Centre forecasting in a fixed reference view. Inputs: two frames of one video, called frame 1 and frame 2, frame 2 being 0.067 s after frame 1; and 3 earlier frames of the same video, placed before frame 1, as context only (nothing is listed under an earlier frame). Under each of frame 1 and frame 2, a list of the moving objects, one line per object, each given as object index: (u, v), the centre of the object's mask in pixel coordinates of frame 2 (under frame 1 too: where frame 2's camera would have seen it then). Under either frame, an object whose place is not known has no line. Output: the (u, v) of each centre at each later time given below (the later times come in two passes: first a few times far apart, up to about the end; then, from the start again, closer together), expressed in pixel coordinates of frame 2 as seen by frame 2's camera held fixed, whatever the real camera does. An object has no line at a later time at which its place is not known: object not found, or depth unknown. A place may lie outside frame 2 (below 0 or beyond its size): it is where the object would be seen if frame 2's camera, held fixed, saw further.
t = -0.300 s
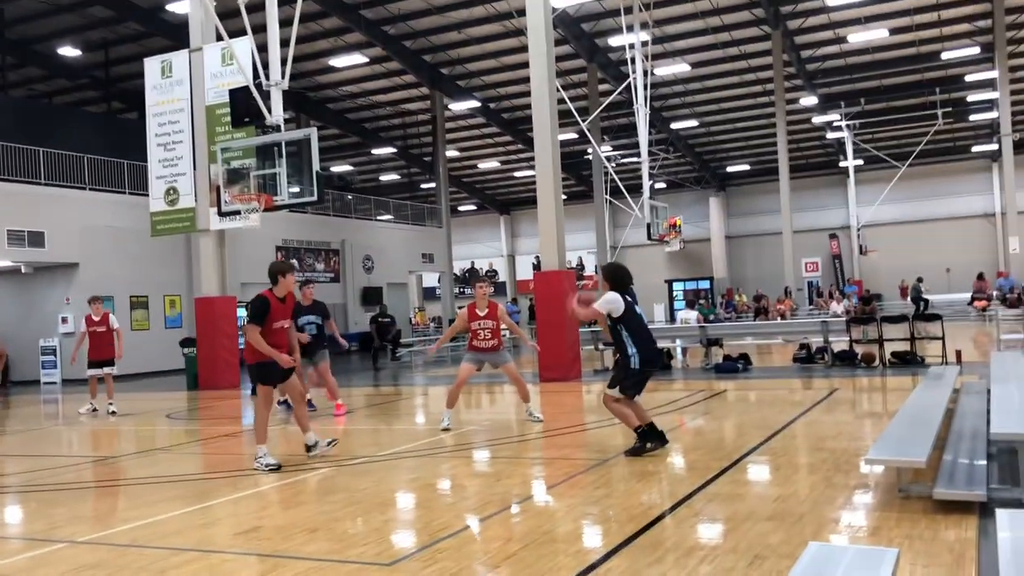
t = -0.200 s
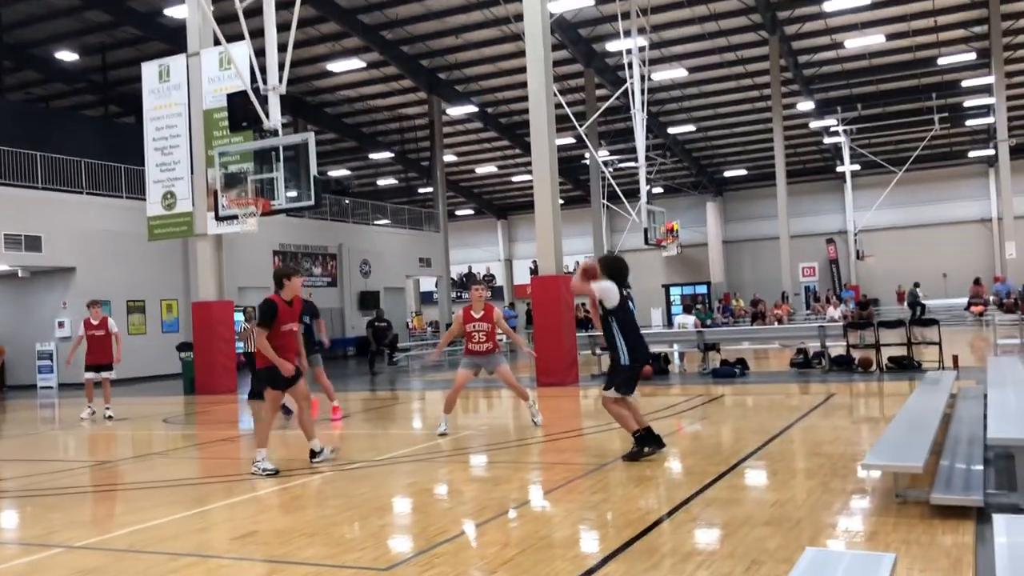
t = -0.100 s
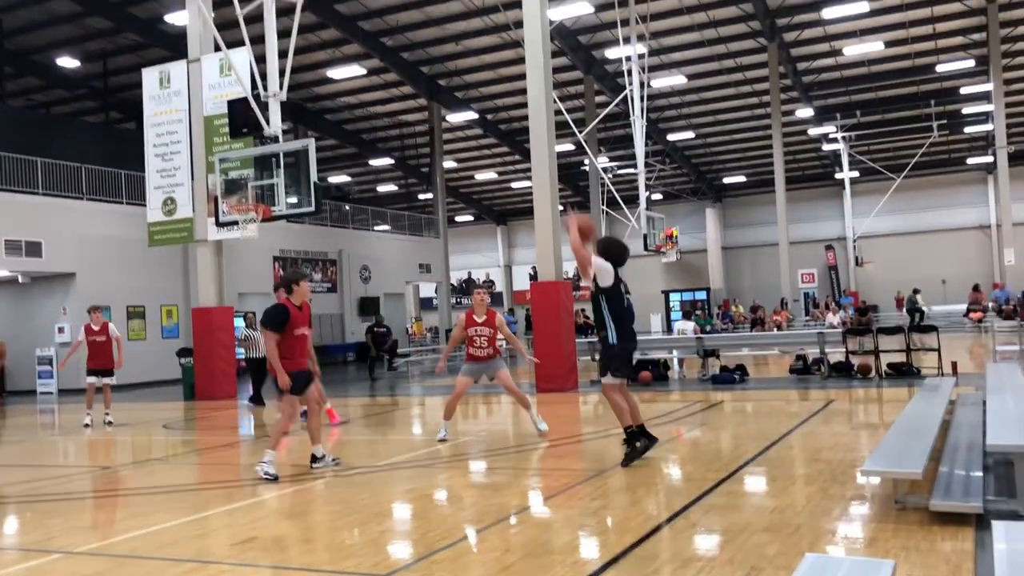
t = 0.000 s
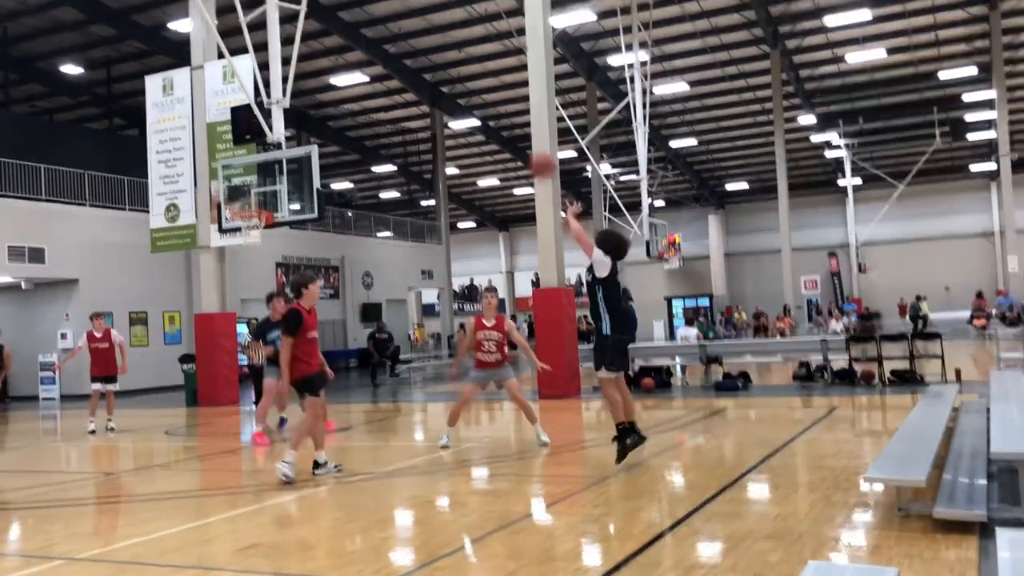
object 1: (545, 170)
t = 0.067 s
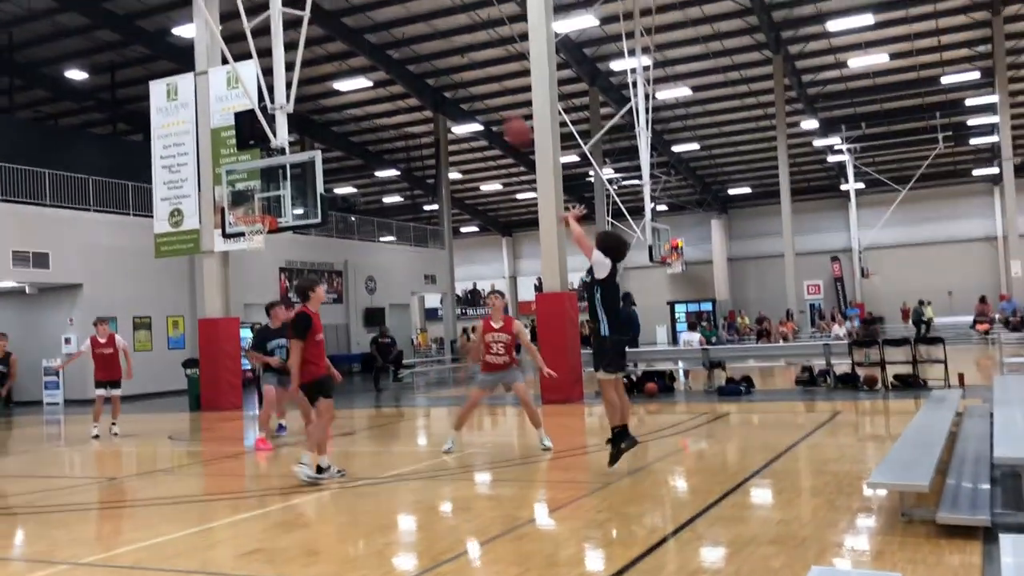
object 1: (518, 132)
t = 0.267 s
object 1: (446, 53)
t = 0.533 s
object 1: (375, 26)
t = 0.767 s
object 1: (328, 50)
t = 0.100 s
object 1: (504, 113)
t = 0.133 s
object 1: (492, 99)
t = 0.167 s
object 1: (479, 85)
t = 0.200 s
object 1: (467, 73)
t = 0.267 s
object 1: (446, 53)
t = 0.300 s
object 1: (436, 45)
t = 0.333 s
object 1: (426, 40)
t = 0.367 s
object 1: (417, 34)
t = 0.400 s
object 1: (407, 30)
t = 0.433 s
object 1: (400, 27)
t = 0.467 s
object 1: (391, 26)
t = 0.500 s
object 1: (383, 25)
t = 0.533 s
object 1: (375, 26)
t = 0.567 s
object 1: (368, 26)
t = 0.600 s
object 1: (361, 28)
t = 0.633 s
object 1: (353, 31)
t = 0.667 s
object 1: (347, 34)
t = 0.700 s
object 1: (340, 39)
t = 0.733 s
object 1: (335, 44)
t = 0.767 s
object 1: (328, 50)
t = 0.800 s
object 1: (323, 57)
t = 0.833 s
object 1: (317, 64)
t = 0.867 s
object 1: (312, 74)
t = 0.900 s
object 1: (307, 82)
